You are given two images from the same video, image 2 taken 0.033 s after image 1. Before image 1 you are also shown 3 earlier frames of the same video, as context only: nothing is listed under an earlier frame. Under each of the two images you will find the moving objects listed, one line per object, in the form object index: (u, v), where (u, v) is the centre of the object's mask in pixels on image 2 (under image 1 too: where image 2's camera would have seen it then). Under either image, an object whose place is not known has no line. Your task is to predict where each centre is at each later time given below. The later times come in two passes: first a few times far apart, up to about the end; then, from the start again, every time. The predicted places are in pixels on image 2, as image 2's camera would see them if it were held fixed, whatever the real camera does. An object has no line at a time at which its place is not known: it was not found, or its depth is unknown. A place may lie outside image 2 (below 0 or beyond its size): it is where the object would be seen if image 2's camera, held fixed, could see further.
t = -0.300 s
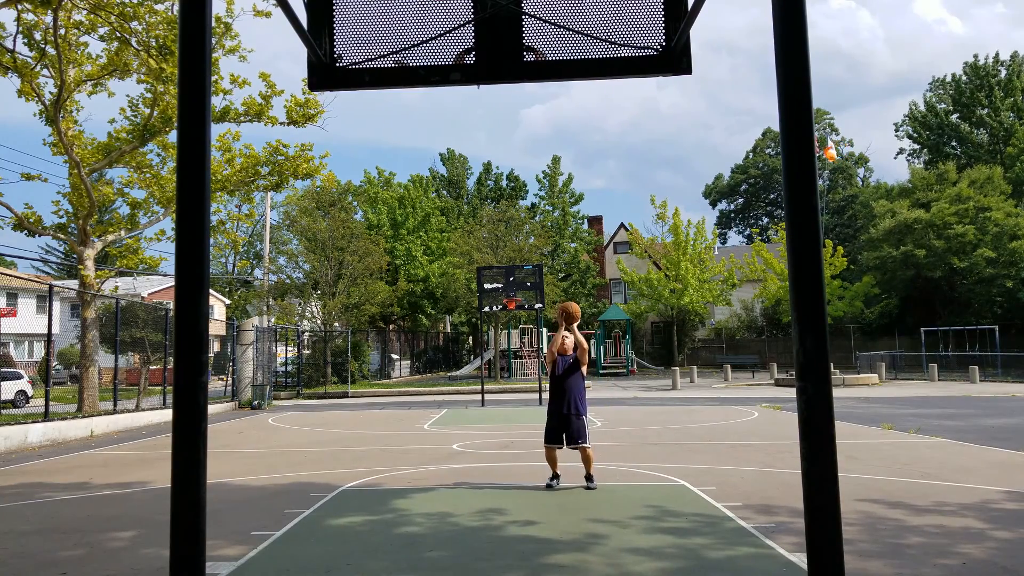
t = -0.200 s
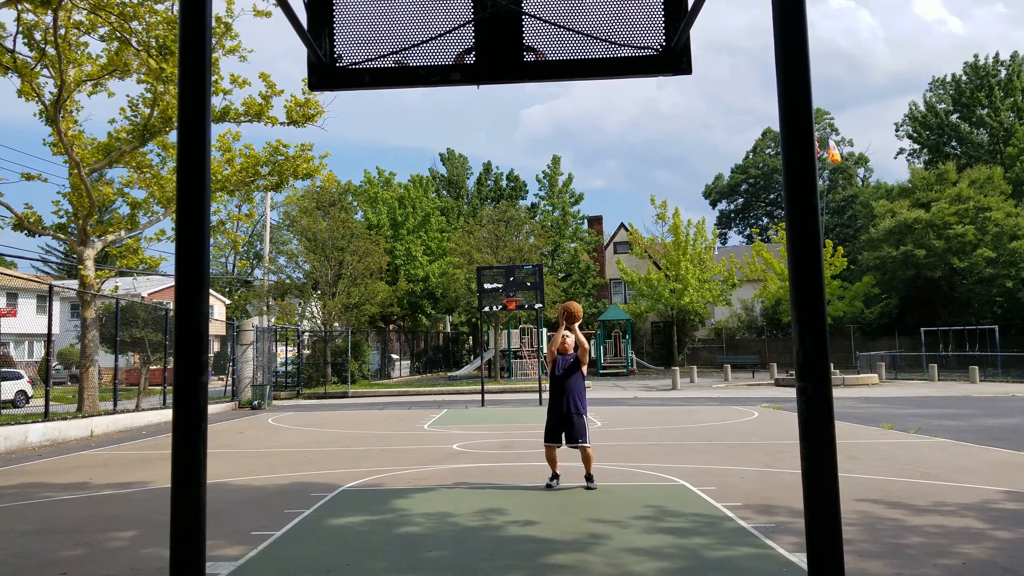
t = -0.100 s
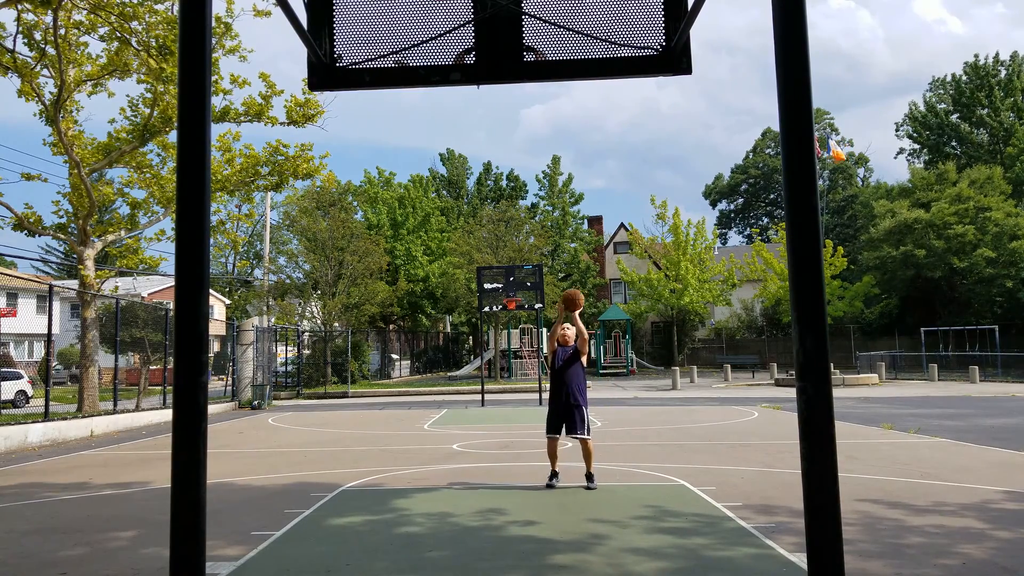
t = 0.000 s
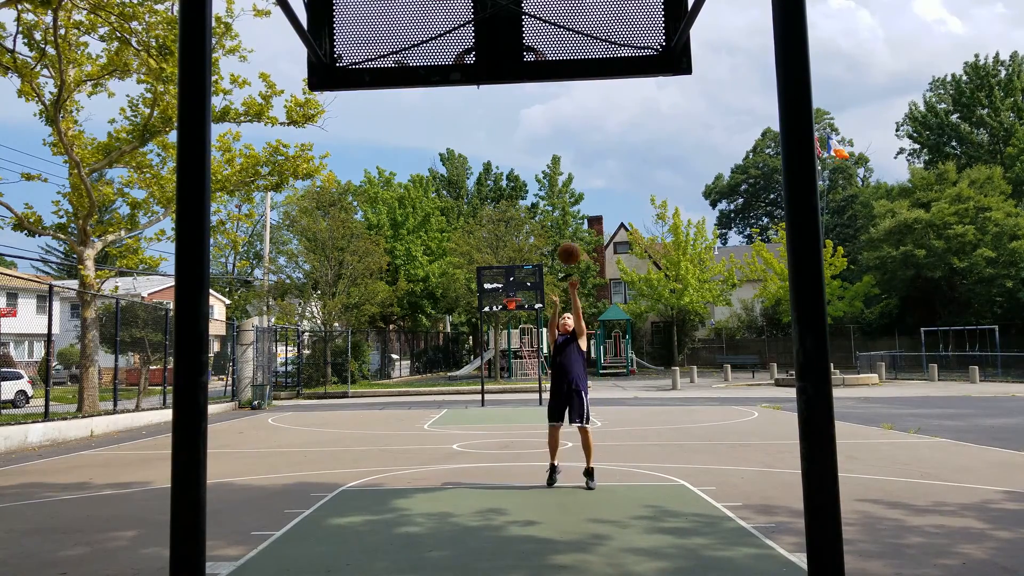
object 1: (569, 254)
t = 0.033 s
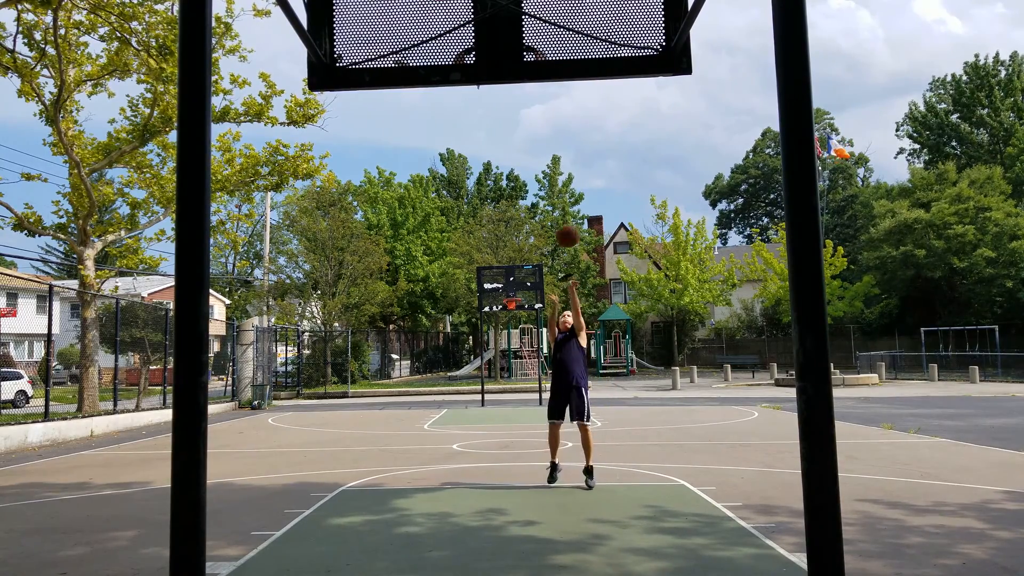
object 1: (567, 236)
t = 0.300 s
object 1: (553, 112)
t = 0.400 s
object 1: (547, 86)
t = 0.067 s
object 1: (566, 218)
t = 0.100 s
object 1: (565, 201)
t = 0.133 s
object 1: (563, 185)
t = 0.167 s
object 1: (561, 169)
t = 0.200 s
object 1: (559, 154)
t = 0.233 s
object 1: (557, 140)
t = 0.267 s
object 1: (555, 126)
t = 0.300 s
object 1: (553, 112)
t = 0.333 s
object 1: (552, 100)
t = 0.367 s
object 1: (550, 91)
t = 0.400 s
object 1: (547, 86)
